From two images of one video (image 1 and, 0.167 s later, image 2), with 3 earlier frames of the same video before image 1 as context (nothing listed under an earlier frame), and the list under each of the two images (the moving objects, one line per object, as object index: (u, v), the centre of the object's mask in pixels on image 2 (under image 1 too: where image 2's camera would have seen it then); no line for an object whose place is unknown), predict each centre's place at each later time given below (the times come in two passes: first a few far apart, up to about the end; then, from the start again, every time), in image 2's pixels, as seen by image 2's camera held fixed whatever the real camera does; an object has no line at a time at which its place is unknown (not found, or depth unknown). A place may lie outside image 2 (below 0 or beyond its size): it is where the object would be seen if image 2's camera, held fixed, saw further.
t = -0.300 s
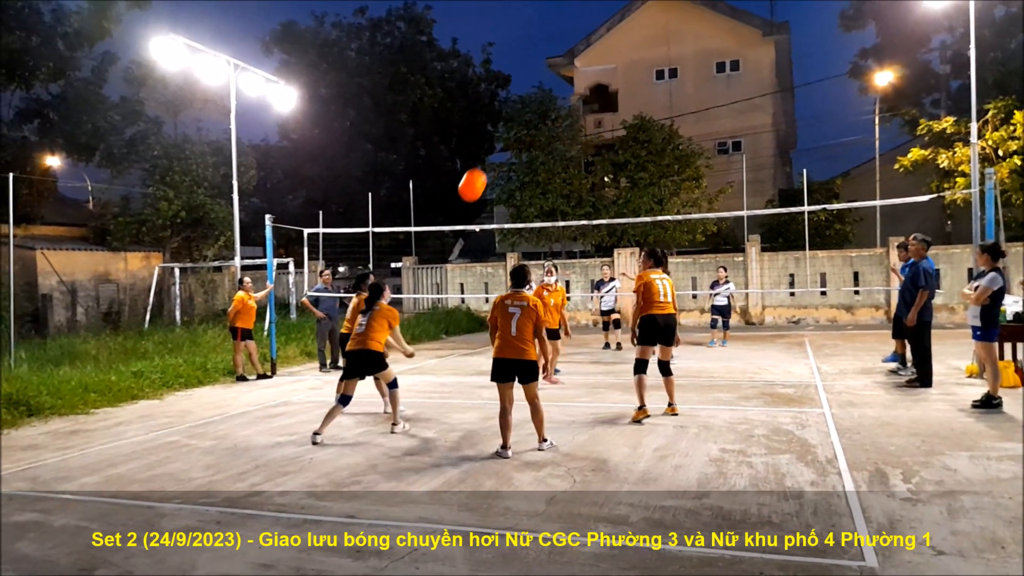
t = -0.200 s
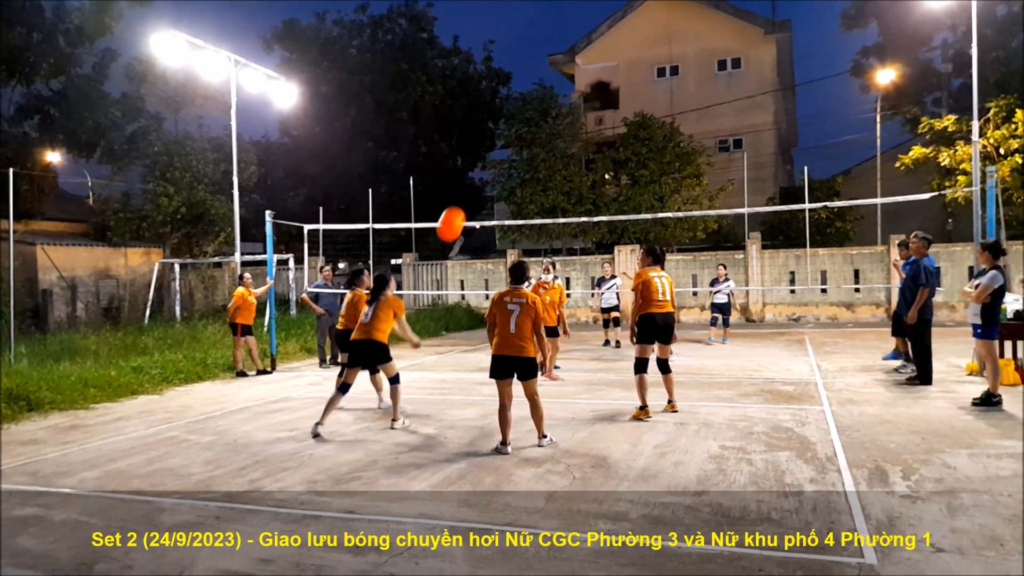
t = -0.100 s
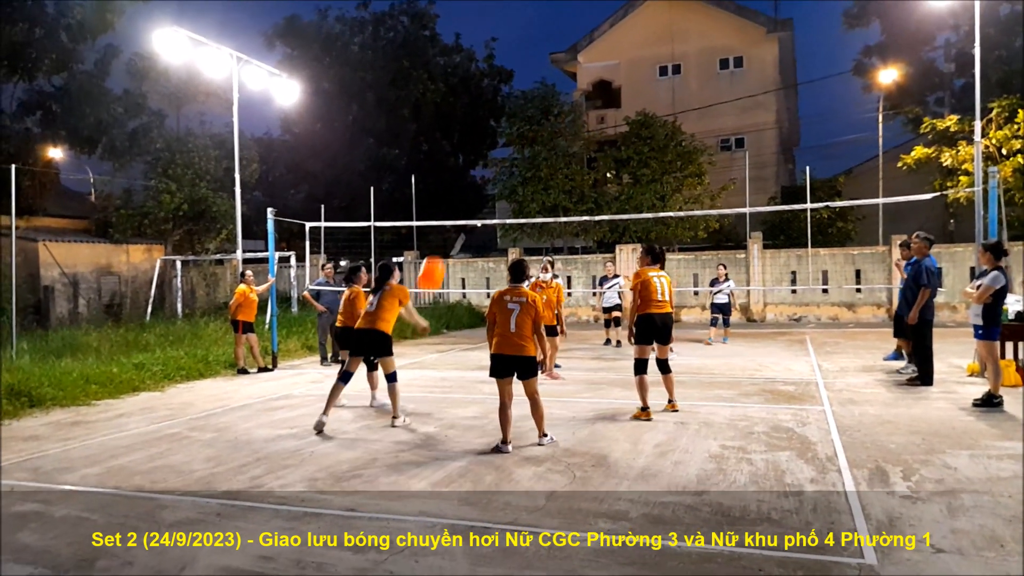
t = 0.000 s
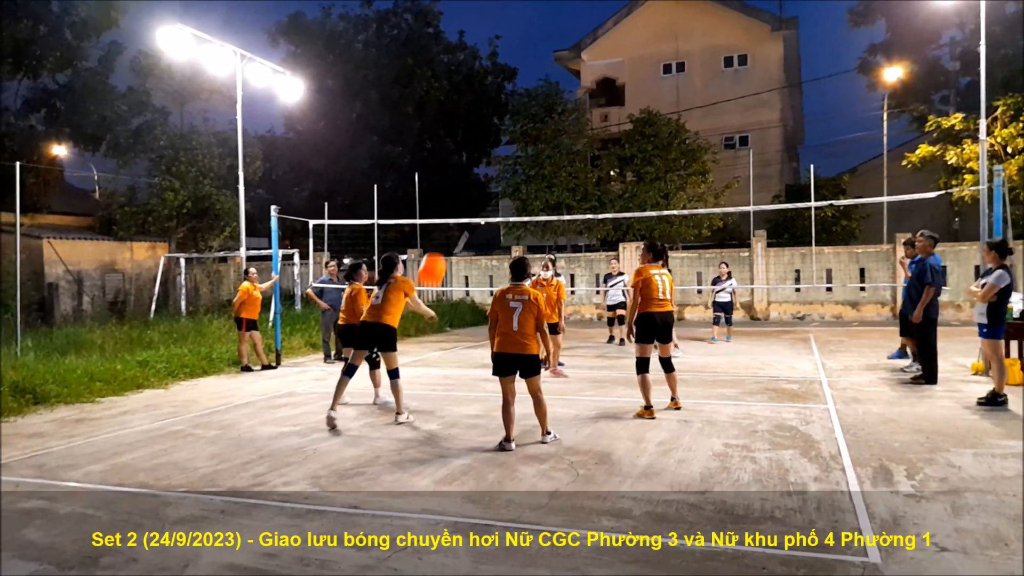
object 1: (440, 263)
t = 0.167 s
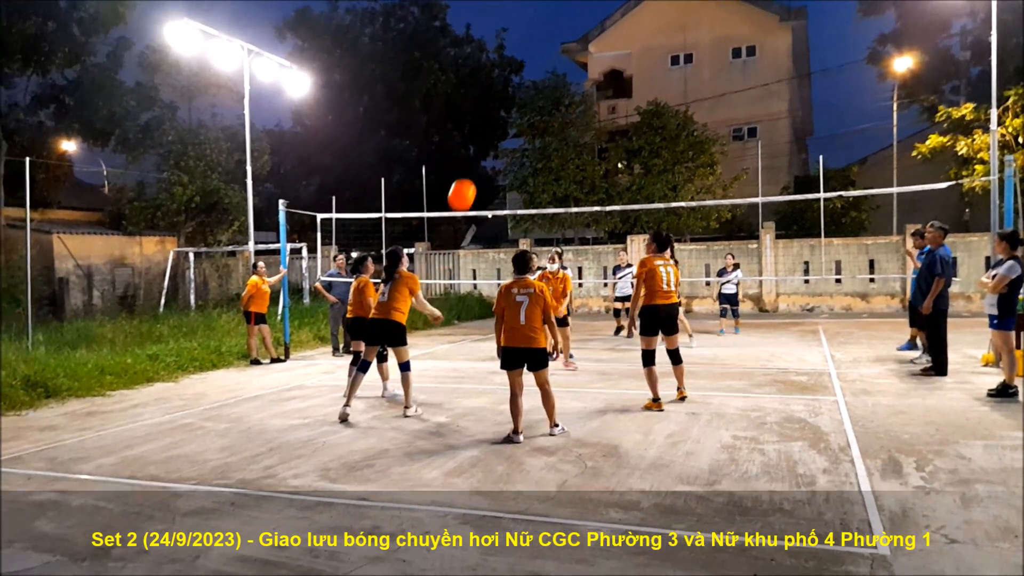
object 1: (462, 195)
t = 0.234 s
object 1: (471, 176)
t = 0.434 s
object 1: (497, 145)
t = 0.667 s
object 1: (526, 157)
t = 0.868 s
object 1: (550, 203)
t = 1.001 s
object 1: (564, 247)
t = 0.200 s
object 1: (466, 185)
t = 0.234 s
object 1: (471, 176)
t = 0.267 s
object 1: (475, 168)
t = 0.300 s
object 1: (479, 161)
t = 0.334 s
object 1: (483, 156)
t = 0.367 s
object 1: (488, 151)
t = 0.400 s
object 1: (492, 148)
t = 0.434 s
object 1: (497, 145)
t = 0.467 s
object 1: (501, 144)
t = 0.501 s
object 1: (505, 144)
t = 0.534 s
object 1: (509, 145)
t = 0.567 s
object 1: (514, 146)
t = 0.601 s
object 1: (518, 149)
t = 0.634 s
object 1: (522, 153)
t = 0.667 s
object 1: (526, 157)
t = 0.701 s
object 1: (530, 163)
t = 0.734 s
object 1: (534, 169)
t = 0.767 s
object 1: (538, 177)
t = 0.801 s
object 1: (542, 185)
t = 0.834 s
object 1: (546, 193)
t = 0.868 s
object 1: (550, 203)
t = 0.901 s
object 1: (553, 213)
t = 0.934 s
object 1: (557, 225)
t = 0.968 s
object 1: (561, 235)
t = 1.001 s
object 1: (564, 247)
